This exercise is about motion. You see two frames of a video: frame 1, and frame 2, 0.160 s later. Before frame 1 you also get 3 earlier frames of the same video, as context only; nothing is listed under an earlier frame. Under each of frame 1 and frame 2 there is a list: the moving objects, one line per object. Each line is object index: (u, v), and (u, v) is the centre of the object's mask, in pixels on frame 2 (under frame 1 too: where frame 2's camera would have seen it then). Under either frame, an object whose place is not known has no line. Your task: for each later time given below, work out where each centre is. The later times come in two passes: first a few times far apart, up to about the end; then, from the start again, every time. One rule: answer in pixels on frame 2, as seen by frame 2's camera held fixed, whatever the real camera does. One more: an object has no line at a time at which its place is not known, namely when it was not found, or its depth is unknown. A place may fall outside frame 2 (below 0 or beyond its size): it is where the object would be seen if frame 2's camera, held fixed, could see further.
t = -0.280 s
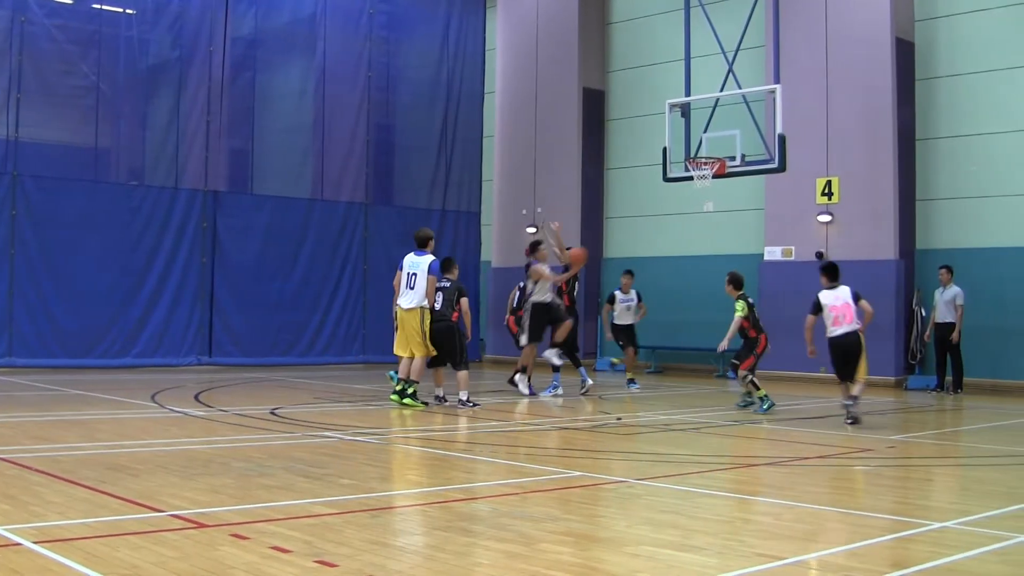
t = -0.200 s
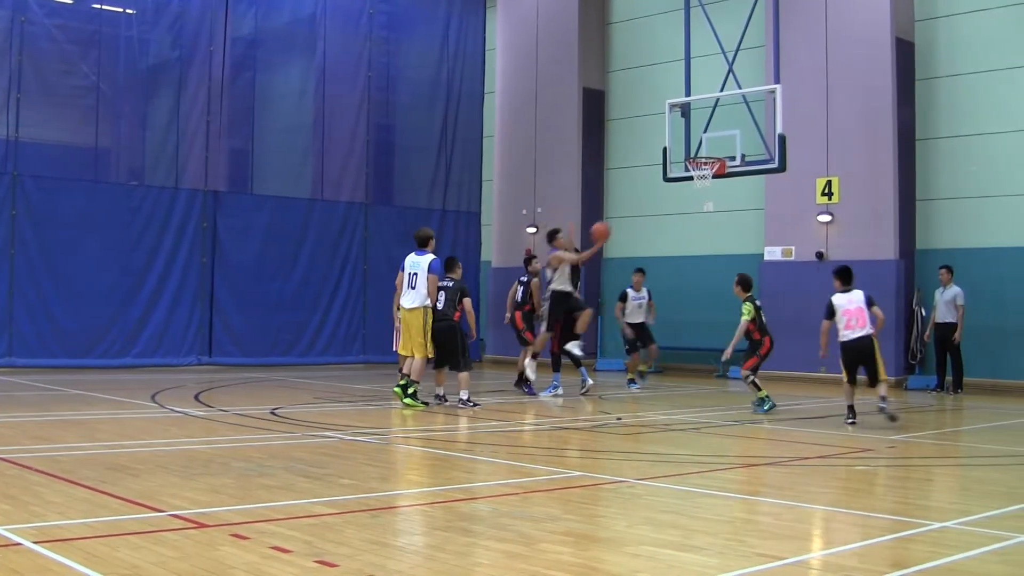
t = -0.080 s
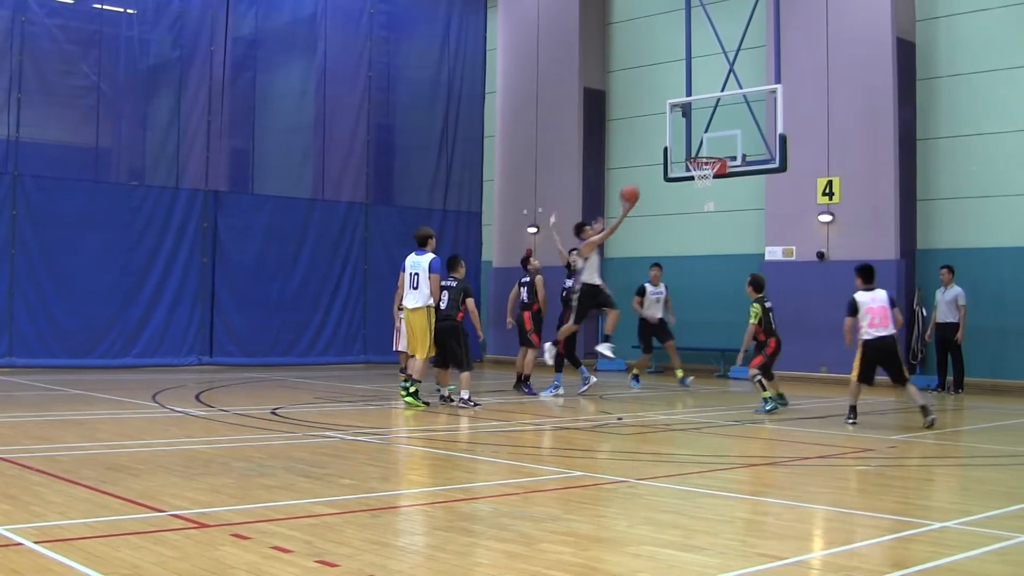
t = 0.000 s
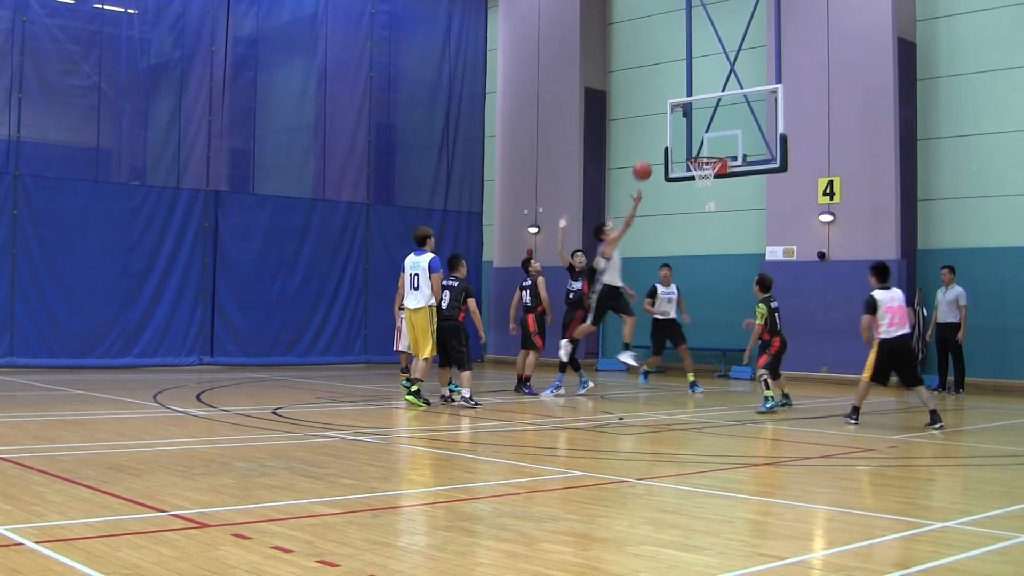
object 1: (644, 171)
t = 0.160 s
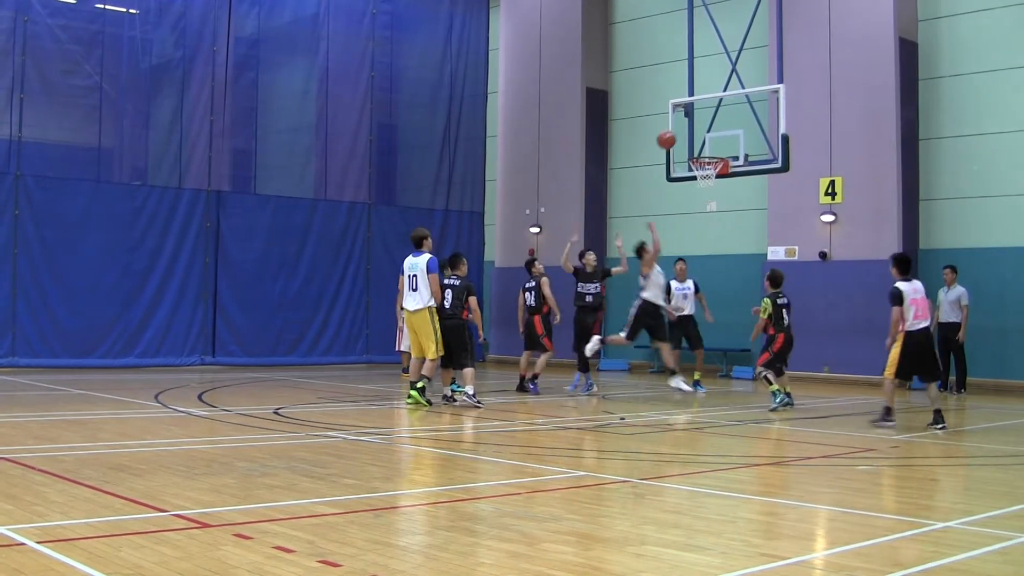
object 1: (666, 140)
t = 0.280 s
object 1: (682, 130)
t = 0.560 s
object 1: (719, 149)
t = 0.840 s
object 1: (720, 128)
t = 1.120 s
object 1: (715, 151)
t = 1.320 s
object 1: (710, 140)
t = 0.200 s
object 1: (672, 135)
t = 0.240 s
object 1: (677, 132)
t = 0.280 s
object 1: (682, 130)
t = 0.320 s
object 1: (687, 129)
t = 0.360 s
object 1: (693, 129)
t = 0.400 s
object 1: (698, 130)
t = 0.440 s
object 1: (703, 133)
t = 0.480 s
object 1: (709, 137)
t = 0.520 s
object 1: (714, 142)
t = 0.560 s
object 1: (719, 149)
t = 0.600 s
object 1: (721, 148)
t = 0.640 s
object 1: (721, 141)
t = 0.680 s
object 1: (721, 137)
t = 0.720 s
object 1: (721, 133)
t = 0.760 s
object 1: (720, 130)
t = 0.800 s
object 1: (720, 129)
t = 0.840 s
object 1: (720, 128)
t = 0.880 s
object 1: (720, 129)
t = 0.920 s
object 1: (720, 131)
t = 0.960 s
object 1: (719, 134)
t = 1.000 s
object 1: (719, 137)
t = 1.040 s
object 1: (717, 141)
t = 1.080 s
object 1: (716, 146)
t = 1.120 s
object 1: (715, 151)
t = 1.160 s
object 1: (714, 150)
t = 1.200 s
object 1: (713, 146)
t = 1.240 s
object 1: (712, 142)
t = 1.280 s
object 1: (711, 140)
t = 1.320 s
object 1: (710, 140)
